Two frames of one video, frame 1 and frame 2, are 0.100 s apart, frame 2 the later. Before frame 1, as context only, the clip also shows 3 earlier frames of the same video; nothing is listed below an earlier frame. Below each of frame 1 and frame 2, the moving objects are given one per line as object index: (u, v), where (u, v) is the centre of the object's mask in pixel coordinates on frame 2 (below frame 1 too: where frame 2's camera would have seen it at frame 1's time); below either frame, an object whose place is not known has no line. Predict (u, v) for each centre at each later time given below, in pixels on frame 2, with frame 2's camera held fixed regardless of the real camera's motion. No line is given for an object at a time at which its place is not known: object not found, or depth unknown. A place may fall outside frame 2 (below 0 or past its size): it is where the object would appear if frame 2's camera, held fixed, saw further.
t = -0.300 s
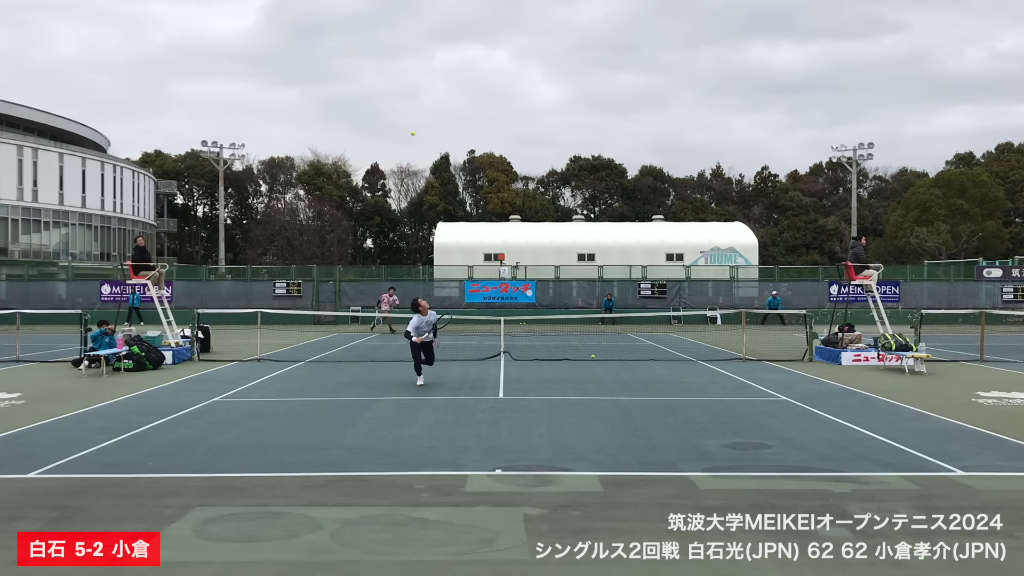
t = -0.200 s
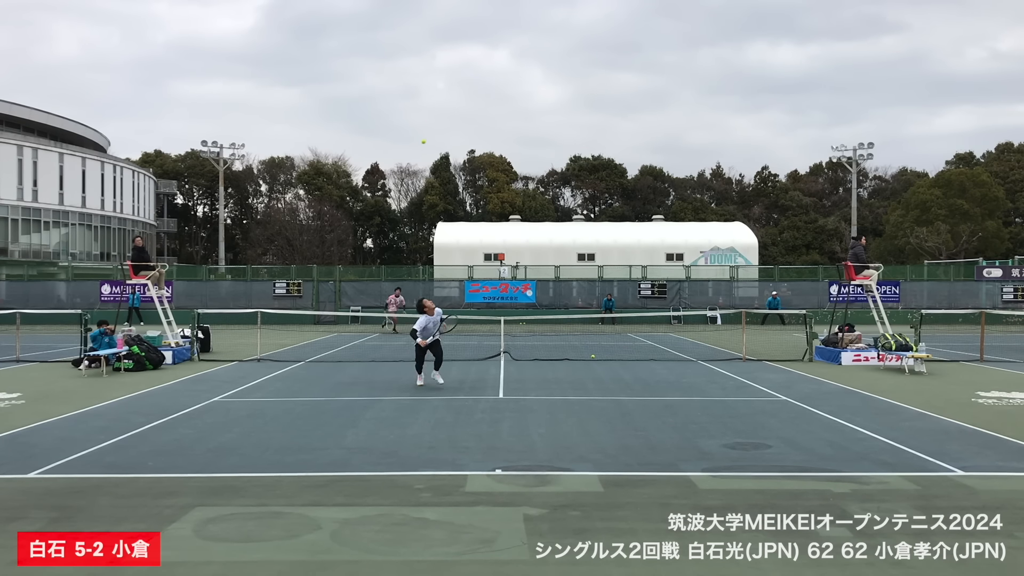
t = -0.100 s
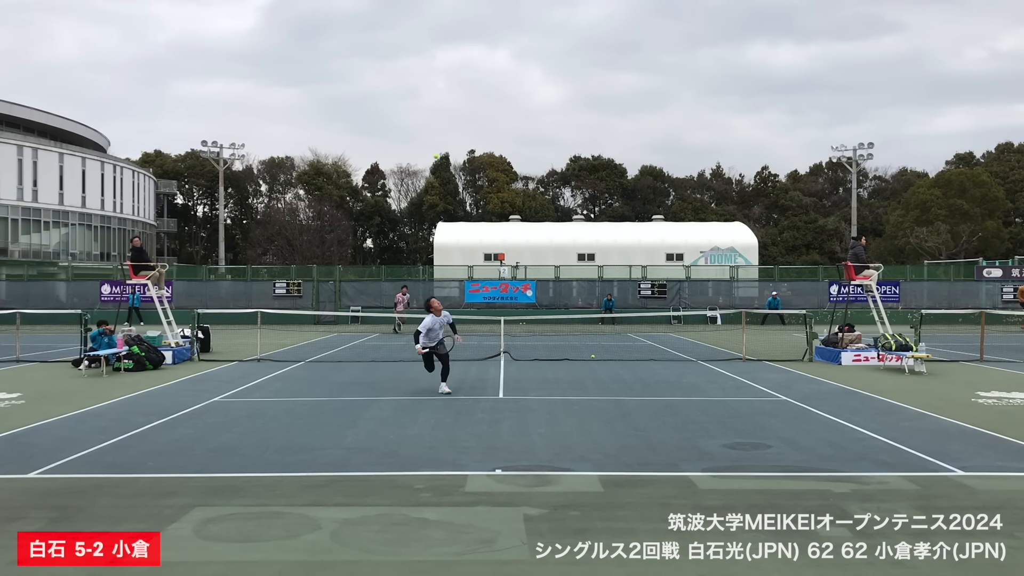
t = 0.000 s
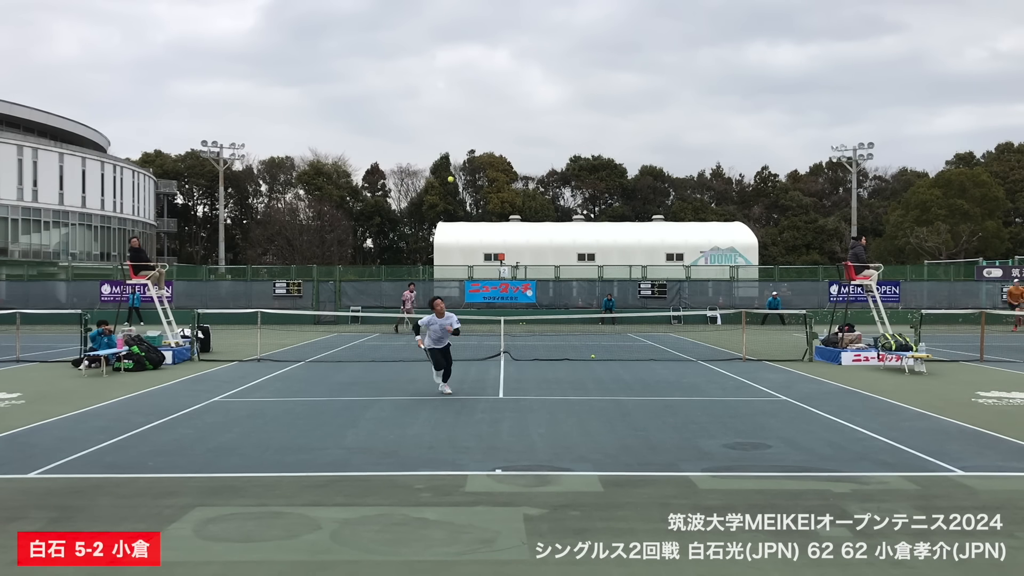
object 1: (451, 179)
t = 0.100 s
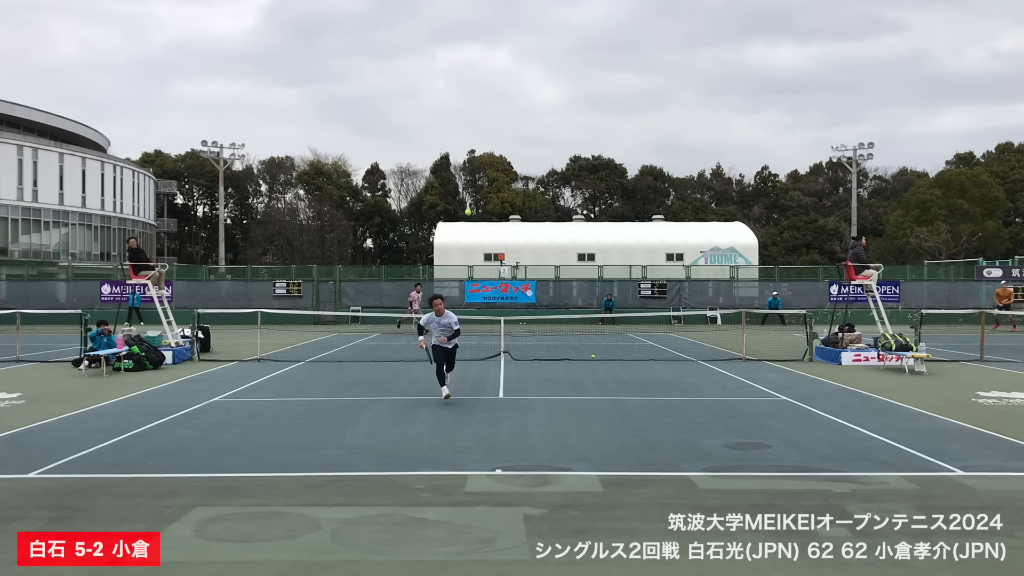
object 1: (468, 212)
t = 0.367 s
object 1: (532, 367)
